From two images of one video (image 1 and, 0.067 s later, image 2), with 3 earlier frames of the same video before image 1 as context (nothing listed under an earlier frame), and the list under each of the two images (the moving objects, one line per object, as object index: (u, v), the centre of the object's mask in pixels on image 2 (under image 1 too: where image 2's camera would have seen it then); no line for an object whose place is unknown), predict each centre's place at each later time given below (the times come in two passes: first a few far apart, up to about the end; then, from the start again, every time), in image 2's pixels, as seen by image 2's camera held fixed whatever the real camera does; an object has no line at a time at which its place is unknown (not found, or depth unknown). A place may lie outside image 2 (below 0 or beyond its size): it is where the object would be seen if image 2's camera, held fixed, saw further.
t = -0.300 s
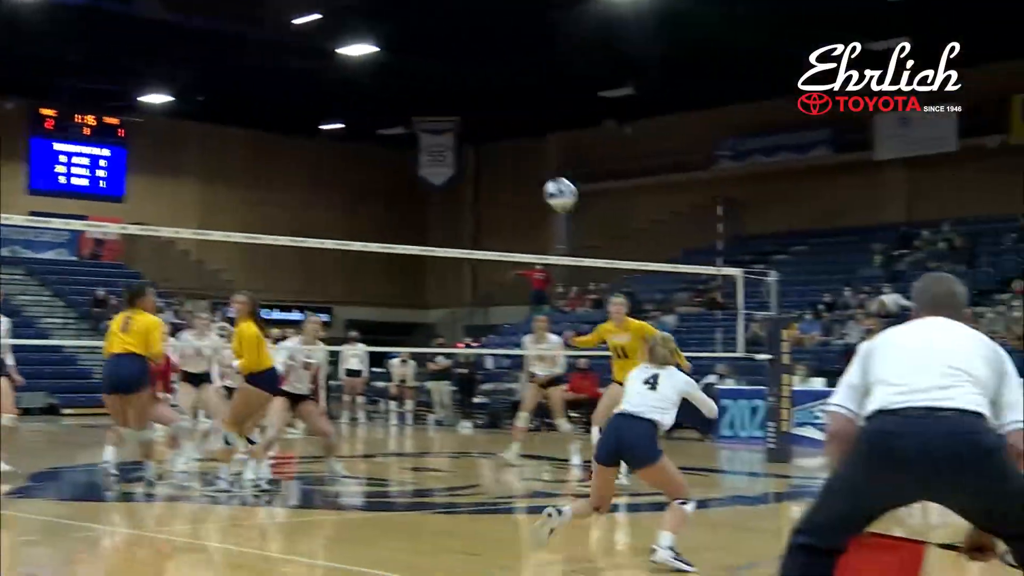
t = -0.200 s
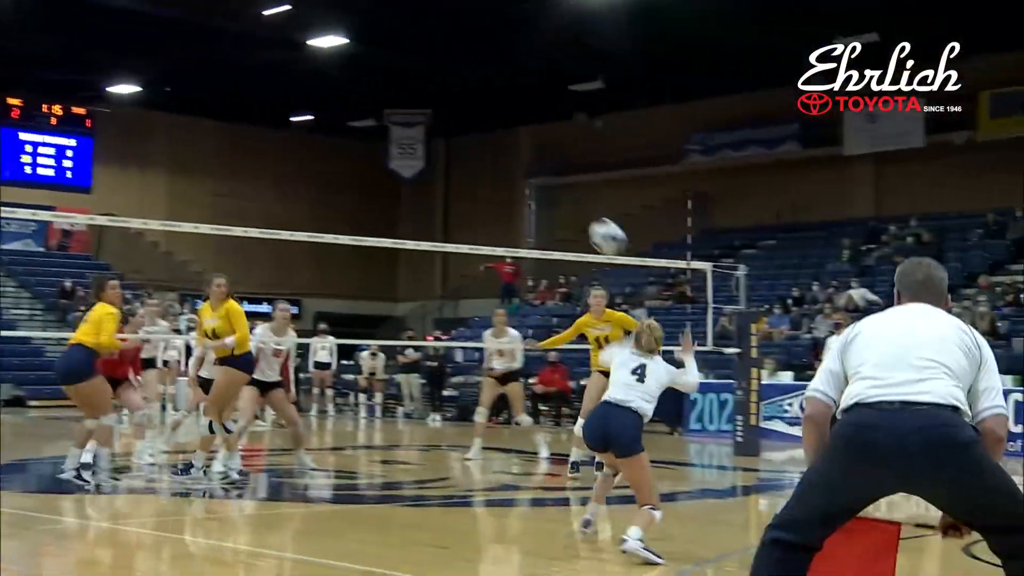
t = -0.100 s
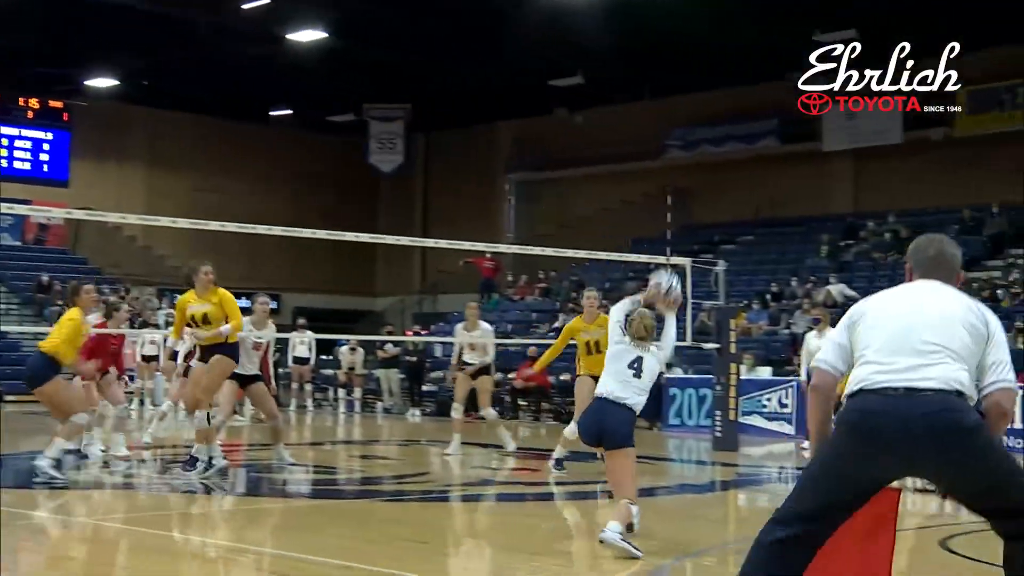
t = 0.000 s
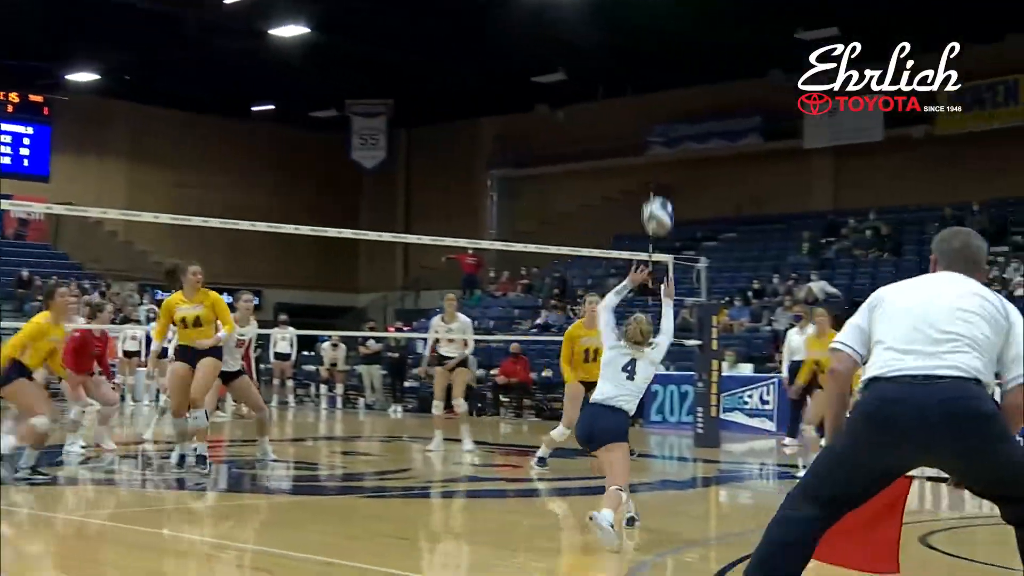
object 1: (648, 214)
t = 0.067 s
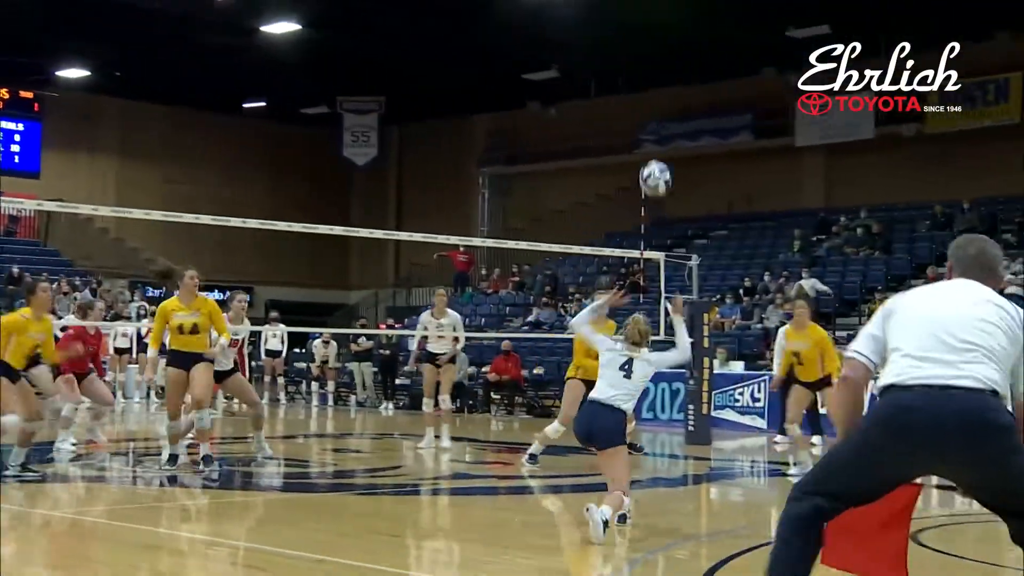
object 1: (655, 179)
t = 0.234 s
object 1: (668, 127)
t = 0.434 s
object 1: (680, 118)
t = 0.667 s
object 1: (690, 168)
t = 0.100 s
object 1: (658, 165)
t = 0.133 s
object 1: (661, 153)
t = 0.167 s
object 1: (664, 143)
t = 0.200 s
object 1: (665, 133)
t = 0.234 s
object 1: (668, 127)
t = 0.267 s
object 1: (670, 122)
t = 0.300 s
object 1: (672, 118)
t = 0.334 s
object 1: (674, 116)
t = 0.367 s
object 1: (677, 115)
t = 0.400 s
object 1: (678, 116)
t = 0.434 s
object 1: (680, 118)
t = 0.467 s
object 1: (682, 122)
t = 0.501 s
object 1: (684, 127)
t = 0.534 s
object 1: (684, 134)
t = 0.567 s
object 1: (687, 140)
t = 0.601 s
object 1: (688, 148)
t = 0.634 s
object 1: (689, 158)
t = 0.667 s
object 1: (690, 168)
